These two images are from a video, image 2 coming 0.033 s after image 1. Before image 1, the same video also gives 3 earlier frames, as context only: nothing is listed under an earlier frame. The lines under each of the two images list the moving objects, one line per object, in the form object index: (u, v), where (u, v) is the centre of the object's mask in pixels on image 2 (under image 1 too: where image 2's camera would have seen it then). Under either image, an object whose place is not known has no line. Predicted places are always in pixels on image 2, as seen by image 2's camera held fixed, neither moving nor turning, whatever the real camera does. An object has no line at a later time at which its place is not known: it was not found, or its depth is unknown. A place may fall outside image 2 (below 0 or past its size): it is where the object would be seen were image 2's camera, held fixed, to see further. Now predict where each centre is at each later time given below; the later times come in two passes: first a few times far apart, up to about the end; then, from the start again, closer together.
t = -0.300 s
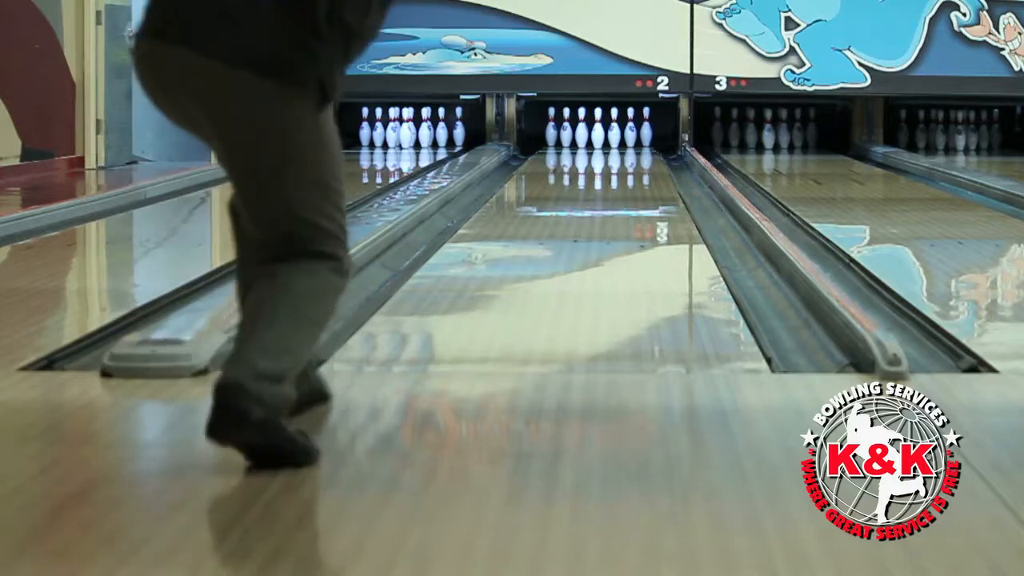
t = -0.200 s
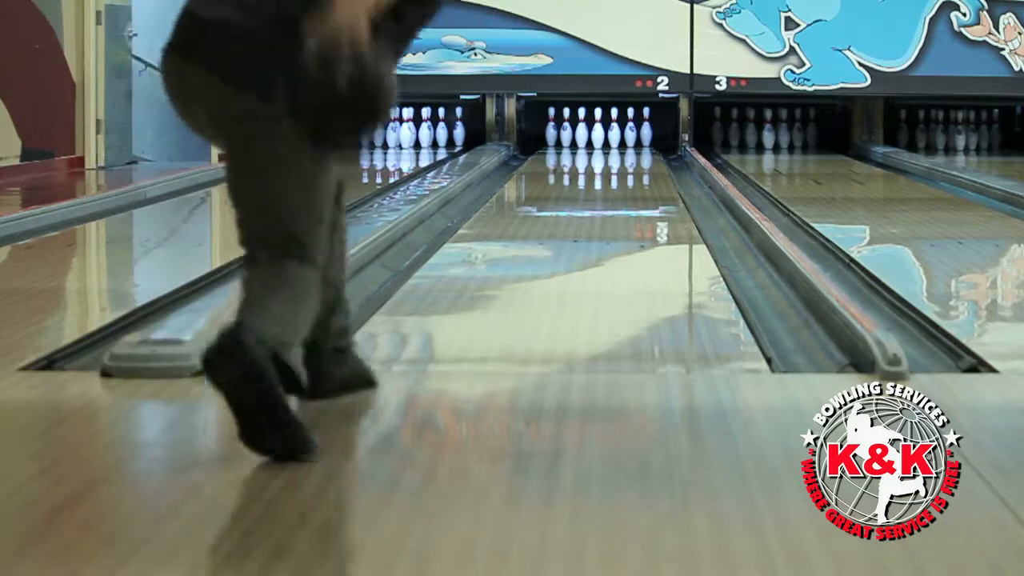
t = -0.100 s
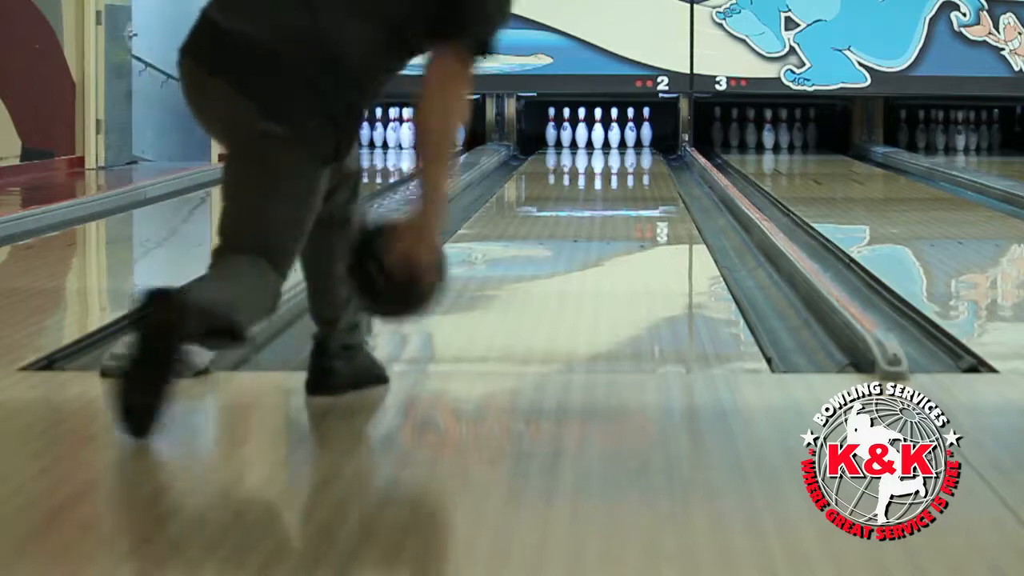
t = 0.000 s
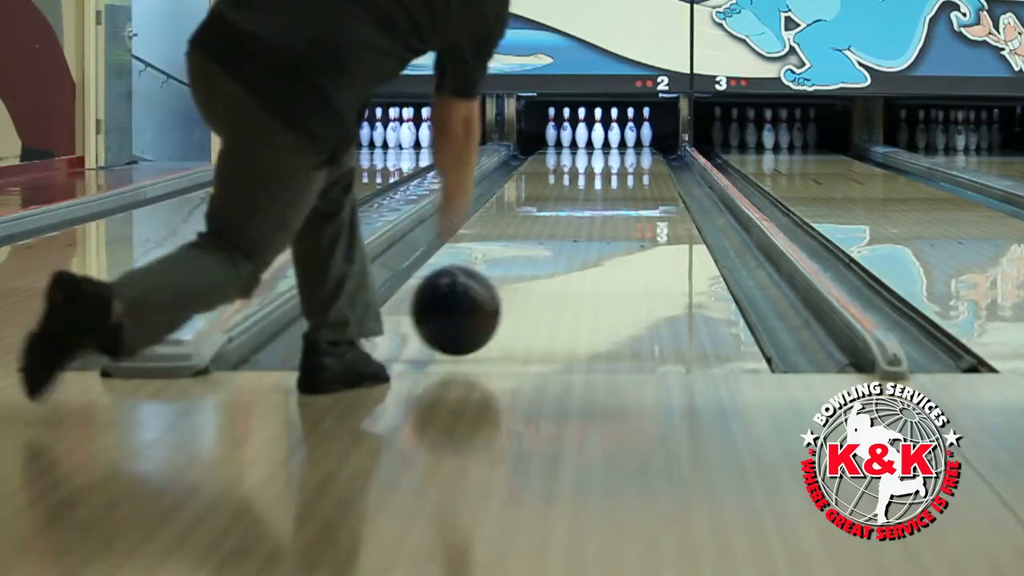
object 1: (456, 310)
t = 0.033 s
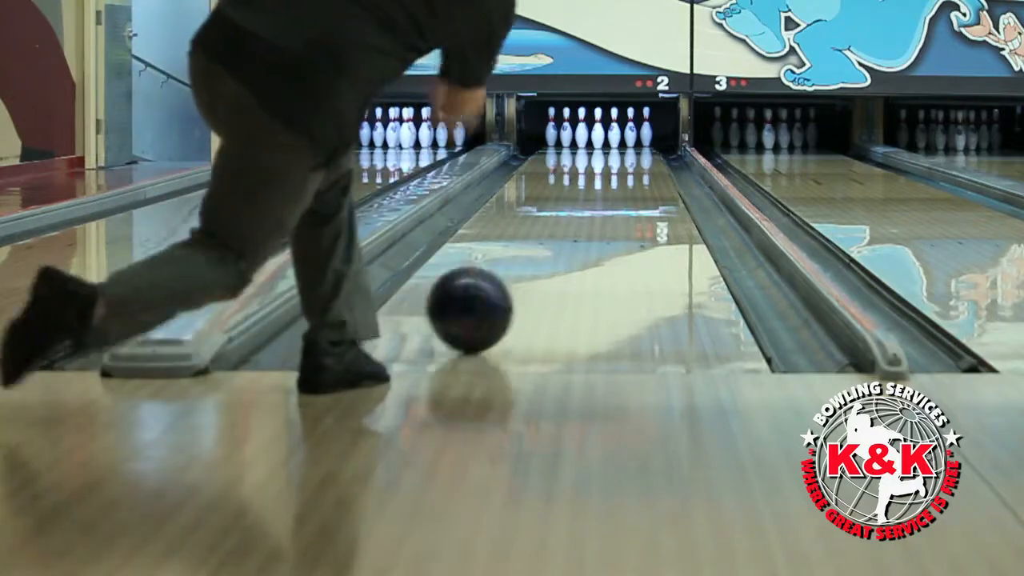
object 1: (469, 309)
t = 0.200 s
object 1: (524, 268)
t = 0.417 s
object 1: (570, 232)
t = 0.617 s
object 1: (597, 210)
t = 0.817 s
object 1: (617, 193)
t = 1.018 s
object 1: (631, 180)
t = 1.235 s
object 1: (640, 169)
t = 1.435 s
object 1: (644, 160)
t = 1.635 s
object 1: (644, 153)
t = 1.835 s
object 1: (638, 147)
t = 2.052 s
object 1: (627, 143)
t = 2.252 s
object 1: (613, 140)
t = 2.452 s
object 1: (605, 137)
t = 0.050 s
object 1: (476, 304)
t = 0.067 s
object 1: (483, 299)
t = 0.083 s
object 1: (488, 295)
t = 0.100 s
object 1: (494, 291)
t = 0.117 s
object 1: (500, 287)
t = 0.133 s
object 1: (505, 283)
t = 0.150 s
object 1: (510, 280)
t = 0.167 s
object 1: (515, 275)
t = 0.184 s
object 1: (520, 272)
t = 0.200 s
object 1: (524, 268)
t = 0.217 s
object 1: (528, 265)
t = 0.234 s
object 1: (533, 262)
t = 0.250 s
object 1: (537, 259)
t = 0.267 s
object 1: (540, 255)
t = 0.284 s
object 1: (544, 253)
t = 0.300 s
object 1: (548, 249)
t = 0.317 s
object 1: (551, 247)
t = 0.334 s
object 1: (554, 244)
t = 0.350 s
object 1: (558, 242)
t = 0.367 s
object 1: (561, 239)
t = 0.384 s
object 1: (564, 237)
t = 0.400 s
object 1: (567, 234)
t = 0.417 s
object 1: (570, 232)
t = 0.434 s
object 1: (573, 230)
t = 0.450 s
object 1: (575, 228)
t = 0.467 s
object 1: (578, 226)
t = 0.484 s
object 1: (580, 224)
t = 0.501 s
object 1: (583, 222)
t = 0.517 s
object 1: (585, 220)
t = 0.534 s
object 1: (587, 219)
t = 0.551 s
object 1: (590, 216)
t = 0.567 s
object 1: (592, 215)
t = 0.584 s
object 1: (594, 213)
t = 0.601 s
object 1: (596, 212)
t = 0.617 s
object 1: (597, 210)
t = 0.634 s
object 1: (599, 209)
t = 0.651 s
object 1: (601, 207)
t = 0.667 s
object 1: (603, 205)
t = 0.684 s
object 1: (605, 204)
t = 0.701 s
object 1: (607, 202)
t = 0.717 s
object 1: (608, 201)
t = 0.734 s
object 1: (610, 200)
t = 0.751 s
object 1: (611, 198)
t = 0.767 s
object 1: (613, 197)
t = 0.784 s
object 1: (614, 195)
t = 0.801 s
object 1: (616, 194)
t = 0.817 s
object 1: (617, 193)
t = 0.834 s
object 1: (618, 192)
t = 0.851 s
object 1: (620, 190)
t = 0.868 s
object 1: (621, 189)
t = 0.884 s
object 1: (622, 188)
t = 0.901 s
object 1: (623, 187)
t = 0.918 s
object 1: (624, 186)
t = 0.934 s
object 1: (625, 185)
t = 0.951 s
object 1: (627, 184)
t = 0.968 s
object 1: (628, 182)
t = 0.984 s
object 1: (629, 182)
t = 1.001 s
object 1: (630, 181)
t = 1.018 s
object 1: (631, 180)
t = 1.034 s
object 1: (632, 179)
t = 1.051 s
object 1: (633, 178)
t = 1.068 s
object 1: (634, 177)
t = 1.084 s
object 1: (635, 176)
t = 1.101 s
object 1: (635, 175)
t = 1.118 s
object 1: (636, 174)
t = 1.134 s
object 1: (637, 173)
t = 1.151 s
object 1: (637, 172)
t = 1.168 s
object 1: (638, 171)
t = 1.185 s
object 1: (639, 170)
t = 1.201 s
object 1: (640, 170)
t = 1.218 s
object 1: (640, 169)
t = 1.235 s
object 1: (640, 169)
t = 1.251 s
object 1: (641, 168)
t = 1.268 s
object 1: (642, 167)
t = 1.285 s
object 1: (642, 166)
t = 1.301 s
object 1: (643, 166)
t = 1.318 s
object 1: (643, 165)
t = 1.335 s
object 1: (643, 164)
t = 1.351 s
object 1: (644, 163)
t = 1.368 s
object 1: (644, 162)
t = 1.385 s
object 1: (644, 162)
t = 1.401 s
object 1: (644, 161)
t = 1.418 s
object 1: (645, 160)
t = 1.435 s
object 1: (644, 160)
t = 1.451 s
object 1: (645, 159)
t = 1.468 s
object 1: (645, 158)
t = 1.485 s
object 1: (645, 157)
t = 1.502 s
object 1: (645, 157)
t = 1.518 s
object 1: (645, 156)
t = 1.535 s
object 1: (645, 156)
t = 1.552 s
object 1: (645, 155)
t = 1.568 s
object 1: (645, 155)
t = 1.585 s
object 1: (645, 155)
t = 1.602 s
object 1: (645, 154)
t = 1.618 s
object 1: (644, 153)
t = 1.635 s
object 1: (644, 153)
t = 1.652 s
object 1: (643, 152)
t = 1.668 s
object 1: (643, 152)
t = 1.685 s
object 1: (643, 151)
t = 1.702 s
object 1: (643, 151)
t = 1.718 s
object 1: (642, 151)
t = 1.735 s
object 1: (642, 150)
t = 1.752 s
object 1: (641, 150)
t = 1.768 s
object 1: (641, 149)
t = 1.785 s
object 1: (640, 149)
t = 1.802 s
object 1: (639, 148)
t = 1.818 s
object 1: (638, 148)
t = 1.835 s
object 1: (638, 147)
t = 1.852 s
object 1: (638, 147)
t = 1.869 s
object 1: (637, 146)
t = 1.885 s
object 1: (636, 146)
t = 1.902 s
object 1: (636, 146)
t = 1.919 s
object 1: (635, 145)
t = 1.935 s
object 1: (634, 145)
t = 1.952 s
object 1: (634, 145)
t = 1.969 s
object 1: (634, 144)
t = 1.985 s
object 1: (632, 145)
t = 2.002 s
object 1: (630, 144)
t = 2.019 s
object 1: (629, 144)
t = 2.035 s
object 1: (629, 144)
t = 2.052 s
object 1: (627, 143)
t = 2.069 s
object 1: (625, 142)
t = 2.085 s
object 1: (625, 142)
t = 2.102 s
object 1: (624, 141)
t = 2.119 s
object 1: (623, 141)
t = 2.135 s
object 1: (621, 141)
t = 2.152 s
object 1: (620, 140)
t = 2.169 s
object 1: (619, 140)
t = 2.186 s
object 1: (618, 140)
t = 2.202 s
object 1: (617, 140)
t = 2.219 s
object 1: (616, 140)
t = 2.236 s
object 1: (615, 140)
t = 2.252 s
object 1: (613, 140)
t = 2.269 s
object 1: (612, 139)
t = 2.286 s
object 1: (612, 139)
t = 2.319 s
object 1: (607, 138)
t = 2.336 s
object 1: (607, 137)
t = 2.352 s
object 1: (607, 137)
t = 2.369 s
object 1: (607, 138)
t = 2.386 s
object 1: (607, 137)
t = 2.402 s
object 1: (606, 137)
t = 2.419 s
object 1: (606, 137)
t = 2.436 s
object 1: (605, 136)
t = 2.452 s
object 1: (605, 137)
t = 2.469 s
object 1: (605, 137)
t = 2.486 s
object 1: (605, 137)
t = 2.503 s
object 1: (607, 136)
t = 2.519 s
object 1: (606, 136)
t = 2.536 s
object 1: (606, 136)
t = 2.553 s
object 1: (606, 137)
